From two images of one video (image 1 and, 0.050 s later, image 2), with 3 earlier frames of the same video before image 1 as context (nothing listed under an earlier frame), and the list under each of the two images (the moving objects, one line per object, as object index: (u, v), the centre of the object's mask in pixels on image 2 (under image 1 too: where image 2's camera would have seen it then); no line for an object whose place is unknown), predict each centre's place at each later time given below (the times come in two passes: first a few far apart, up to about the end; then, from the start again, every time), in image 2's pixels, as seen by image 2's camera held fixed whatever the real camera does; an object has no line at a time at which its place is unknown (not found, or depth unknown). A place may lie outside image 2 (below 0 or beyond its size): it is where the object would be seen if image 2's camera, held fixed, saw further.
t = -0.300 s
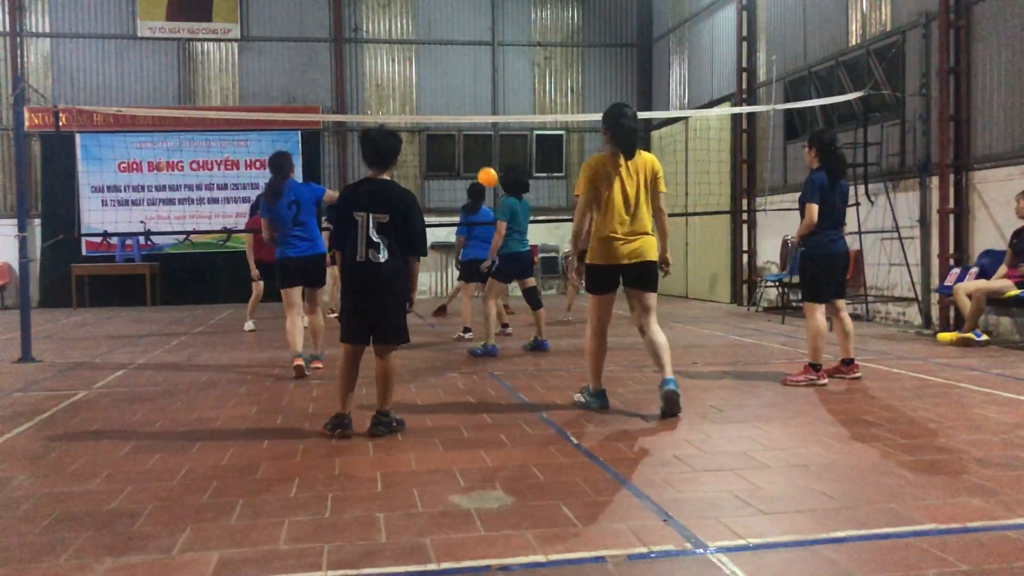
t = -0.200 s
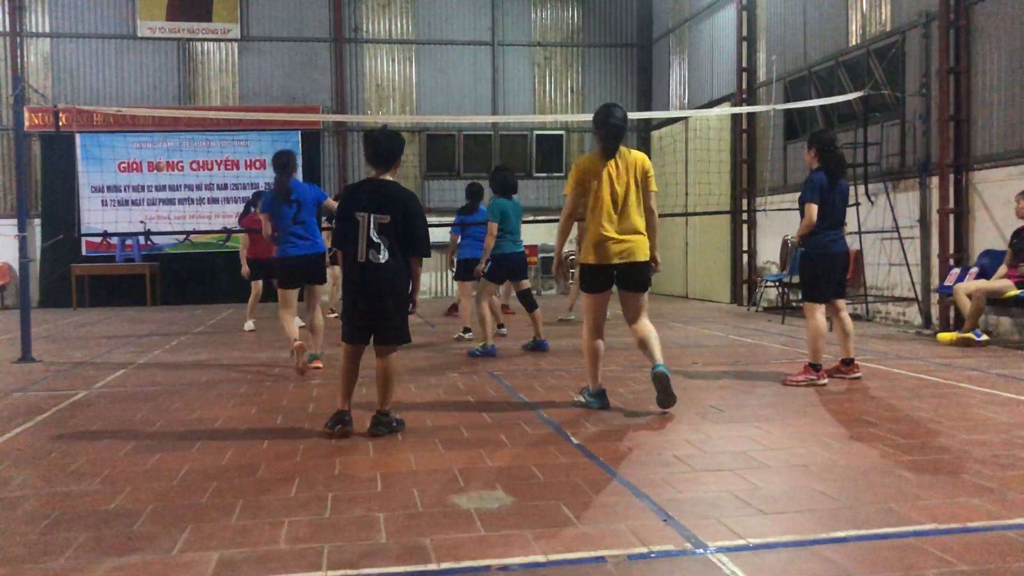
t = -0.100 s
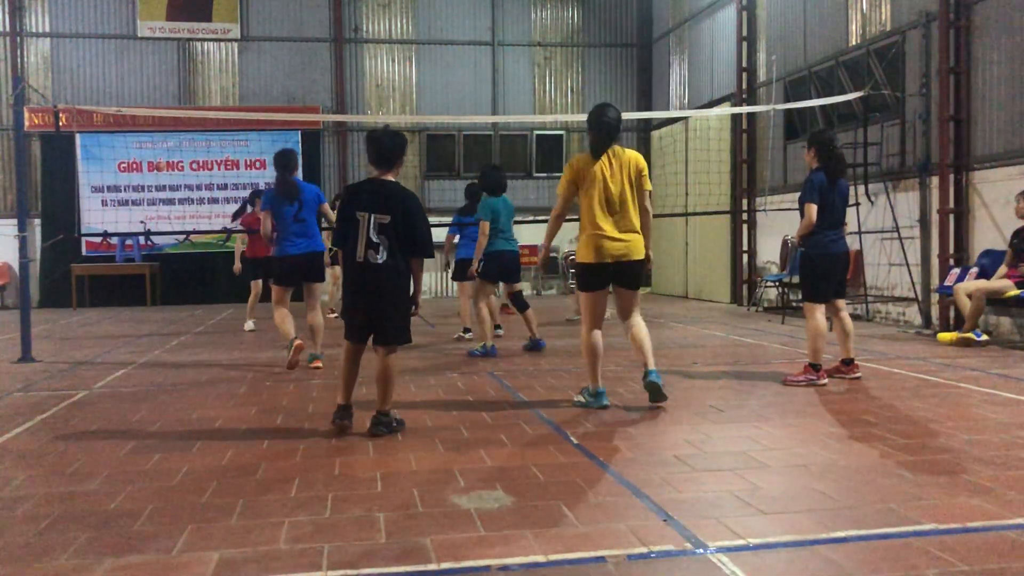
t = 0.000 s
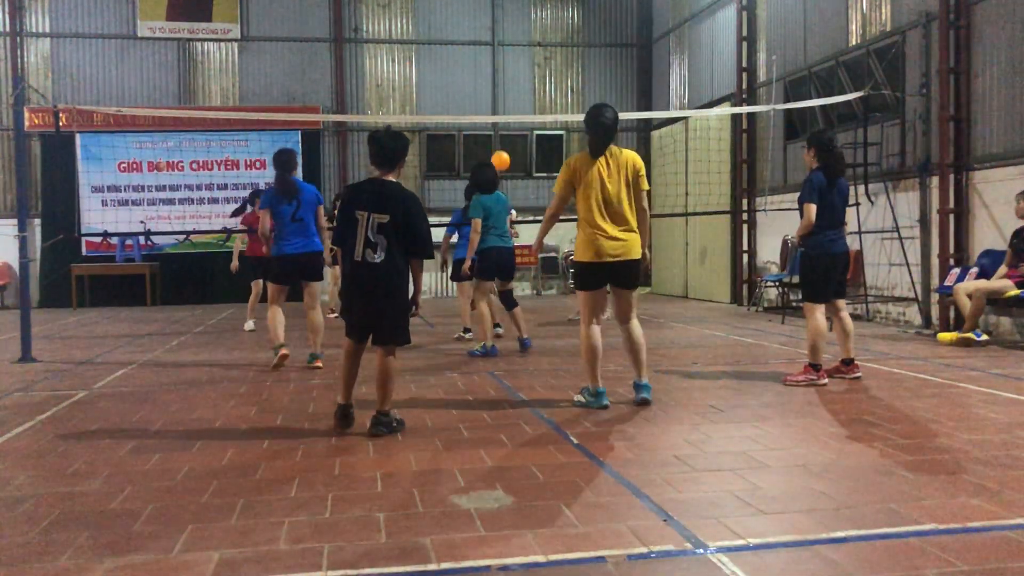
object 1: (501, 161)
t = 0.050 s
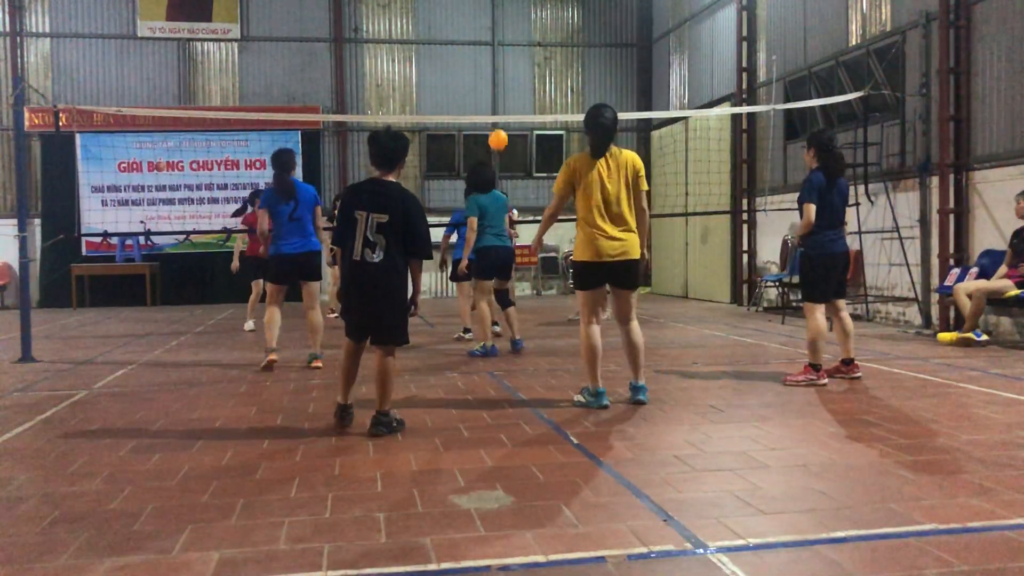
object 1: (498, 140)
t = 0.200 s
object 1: (492, 88)
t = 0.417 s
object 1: (483, 44)
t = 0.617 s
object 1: (474, 38)
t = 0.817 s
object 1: (466, 68)
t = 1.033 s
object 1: (457, 145)
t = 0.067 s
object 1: (497, 133)
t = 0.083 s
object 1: (496, 128)
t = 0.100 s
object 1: (496, 122)
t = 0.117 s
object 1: (496, 110)
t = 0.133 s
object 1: (494, 107)
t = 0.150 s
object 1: (494, 103)
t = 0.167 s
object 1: (493, 98)
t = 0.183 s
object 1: (492, 93)
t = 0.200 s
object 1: (492, 88)
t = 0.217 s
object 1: (491, 83)
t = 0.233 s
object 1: (491, 79)
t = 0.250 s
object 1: (490, 74)
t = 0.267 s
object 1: (489, 71)
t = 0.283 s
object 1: (489, 67)
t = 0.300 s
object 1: (488, 63)
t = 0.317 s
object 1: (487, 59)
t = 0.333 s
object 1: (486, 56)
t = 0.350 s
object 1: (486, 53)
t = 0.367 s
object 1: (485, 51)
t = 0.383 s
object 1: (484, 48)
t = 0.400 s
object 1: (484, 46)
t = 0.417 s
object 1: (483, 44)
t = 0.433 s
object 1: (482, 42)
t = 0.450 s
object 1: (482, 41)
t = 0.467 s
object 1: (481, 40)
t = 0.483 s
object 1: (480, 38)
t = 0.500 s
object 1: (479, 37)
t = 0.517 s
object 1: (479, 37)
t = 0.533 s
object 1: (478, 36)
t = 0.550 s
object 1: (478, 36)
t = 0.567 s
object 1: (477, 36)
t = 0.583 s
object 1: (476, 37)
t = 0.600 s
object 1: (475, 37)
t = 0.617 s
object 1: (474, 38)
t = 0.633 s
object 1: (474, 39)
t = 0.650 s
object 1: (473, 40)
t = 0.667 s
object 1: (472, 42)
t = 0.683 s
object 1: (471, 44)
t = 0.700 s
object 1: (471, 46)
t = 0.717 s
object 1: (470, 48)
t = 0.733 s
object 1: (469, 51)
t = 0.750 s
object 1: (469, 54)
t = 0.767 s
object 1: (468, 57)
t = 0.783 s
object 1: (467, 60)
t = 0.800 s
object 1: (466, 64)
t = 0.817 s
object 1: (466, 68)
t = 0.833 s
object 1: (465, 72)
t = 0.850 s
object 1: (464, 77)
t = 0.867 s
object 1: (464, 81)
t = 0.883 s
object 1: (463, 87)
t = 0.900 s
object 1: (462, 92)
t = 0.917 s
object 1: (462, 98)
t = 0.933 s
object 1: (461, 104)
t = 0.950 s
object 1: (461, 108)
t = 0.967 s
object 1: (460, 115)
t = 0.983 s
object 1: (459, 125)
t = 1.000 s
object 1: (458, 132)
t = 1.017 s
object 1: (458, 138)
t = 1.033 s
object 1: (457, 145)
